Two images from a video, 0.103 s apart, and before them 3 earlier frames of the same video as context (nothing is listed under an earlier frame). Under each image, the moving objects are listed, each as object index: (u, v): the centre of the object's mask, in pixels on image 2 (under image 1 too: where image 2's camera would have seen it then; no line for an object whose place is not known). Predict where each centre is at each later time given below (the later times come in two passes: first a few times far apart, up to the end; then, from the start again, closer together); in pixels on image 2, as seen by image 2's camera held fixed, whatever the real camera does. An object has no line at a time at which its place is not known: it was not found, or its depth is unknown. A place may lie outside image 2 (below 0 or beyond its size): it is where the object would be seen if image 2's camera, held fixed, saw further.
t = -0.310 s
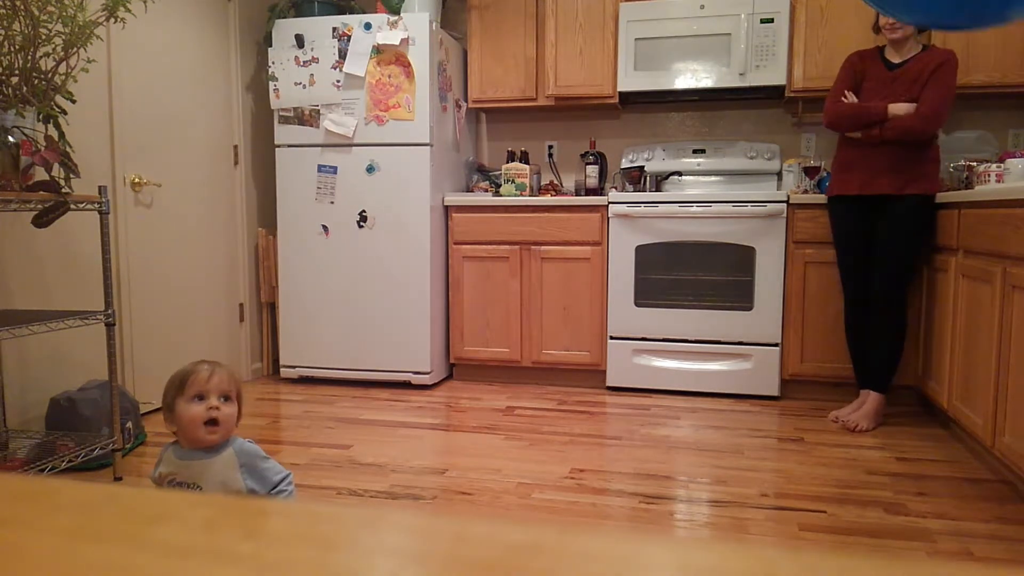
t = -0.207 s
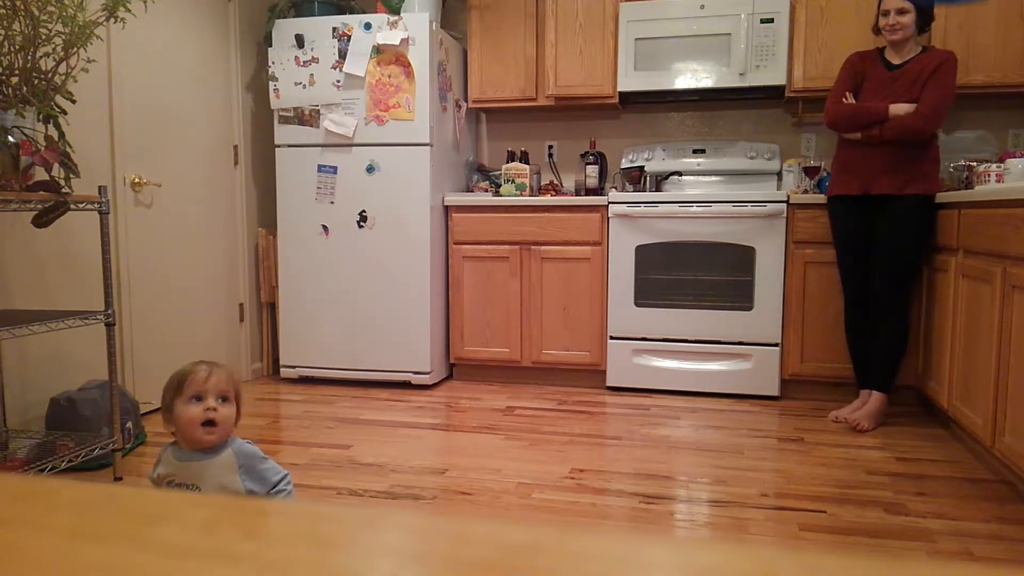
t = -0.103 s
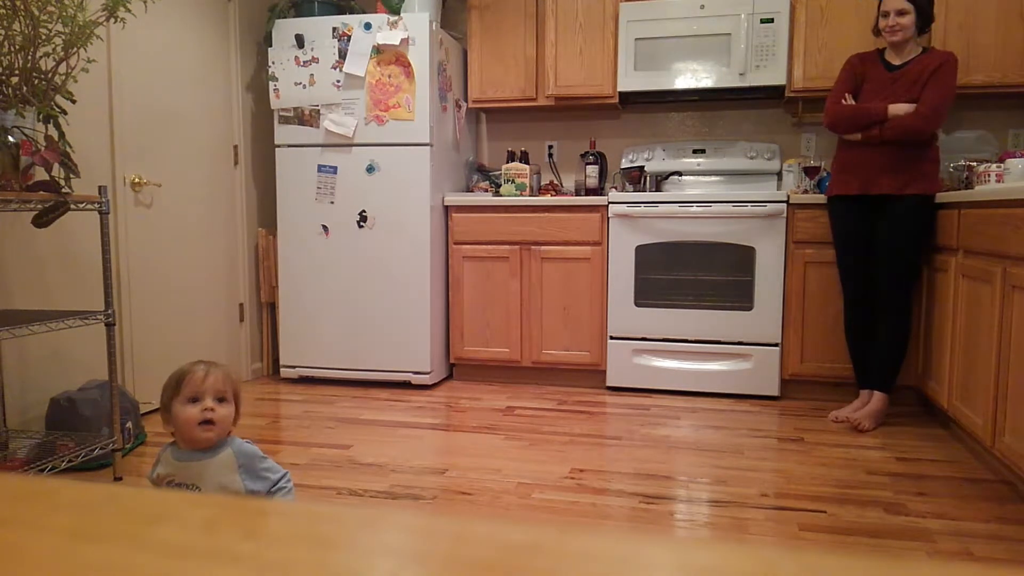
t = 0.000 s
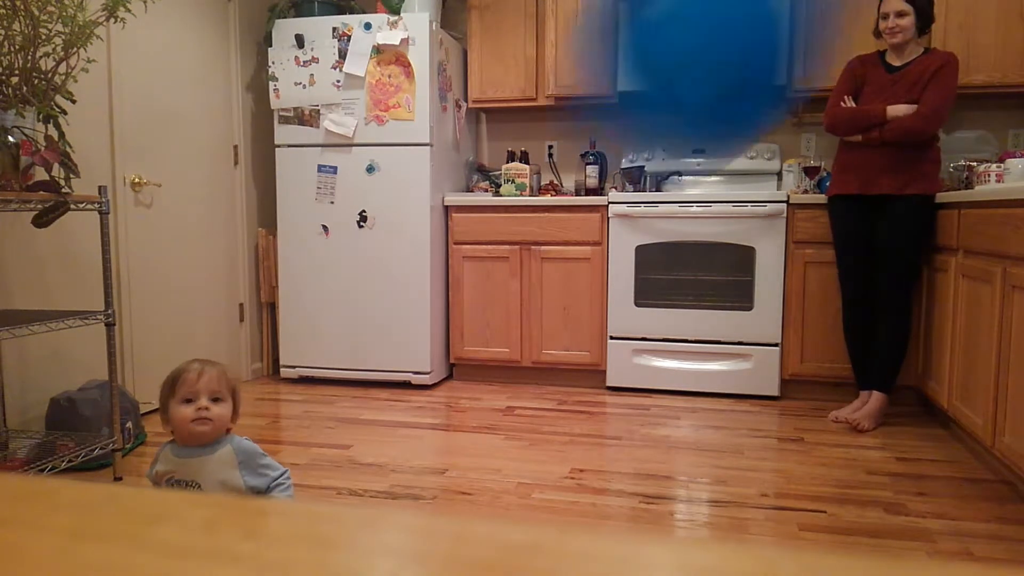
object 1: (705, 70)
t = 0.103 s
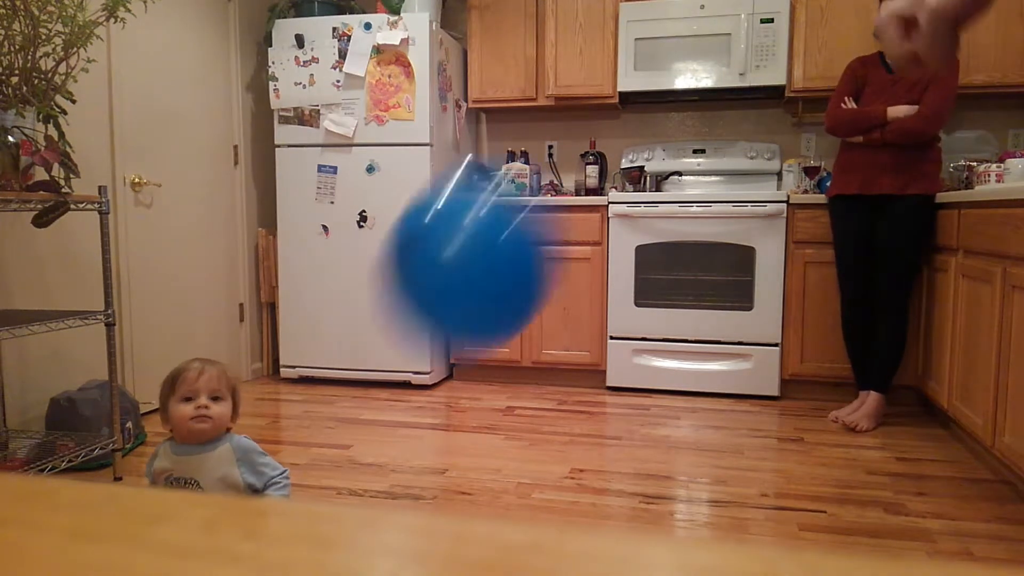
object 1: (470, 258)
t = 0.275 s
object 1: (362, 452)
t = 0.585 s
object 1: (302, 315)
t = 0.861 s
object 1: (243, 259)
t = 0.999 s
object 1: (219, 272)
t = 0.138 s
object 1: (432, 307)
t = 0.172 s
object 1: (402, 350)
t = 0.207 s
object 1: (382, 390)
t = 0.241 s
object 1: (368, 426)
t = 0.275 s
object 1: (362, 452)
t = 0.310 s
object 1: (362, 469)
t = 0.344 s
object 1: (360, 470)
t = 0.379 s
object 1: (352, 451)
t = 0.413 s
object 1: (345, 426)
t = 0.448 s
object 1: (337, 397)
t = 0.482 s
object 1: (328, 373)
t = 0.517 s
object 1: (319, 351)
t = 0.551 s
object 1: (310, 333)
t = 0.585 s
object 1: (302, 315)
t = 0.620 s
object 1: (294, 301)
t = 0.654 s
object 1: (286, 289)
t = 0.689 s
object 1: (278, 280)
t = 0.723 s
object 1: (270, 272)
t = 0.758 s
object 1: (263, 266)
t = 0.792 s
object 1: (256, 262)
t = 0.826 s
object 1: (249, 260)
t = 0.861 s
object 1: (243, 259)
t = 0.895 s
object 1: (236, 260)
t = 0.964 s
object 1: (224, 267)
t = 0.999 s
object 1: (219, 272)
